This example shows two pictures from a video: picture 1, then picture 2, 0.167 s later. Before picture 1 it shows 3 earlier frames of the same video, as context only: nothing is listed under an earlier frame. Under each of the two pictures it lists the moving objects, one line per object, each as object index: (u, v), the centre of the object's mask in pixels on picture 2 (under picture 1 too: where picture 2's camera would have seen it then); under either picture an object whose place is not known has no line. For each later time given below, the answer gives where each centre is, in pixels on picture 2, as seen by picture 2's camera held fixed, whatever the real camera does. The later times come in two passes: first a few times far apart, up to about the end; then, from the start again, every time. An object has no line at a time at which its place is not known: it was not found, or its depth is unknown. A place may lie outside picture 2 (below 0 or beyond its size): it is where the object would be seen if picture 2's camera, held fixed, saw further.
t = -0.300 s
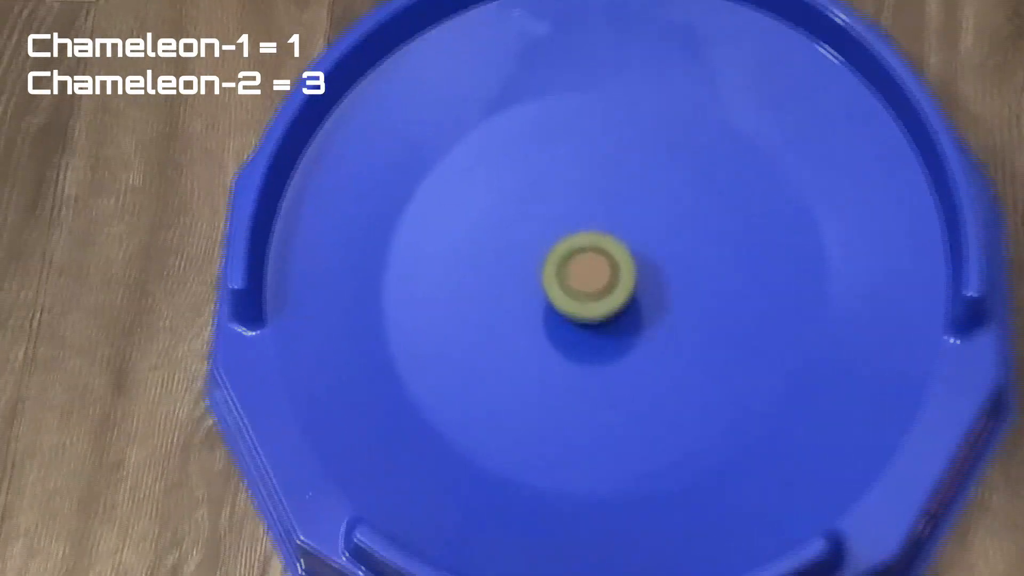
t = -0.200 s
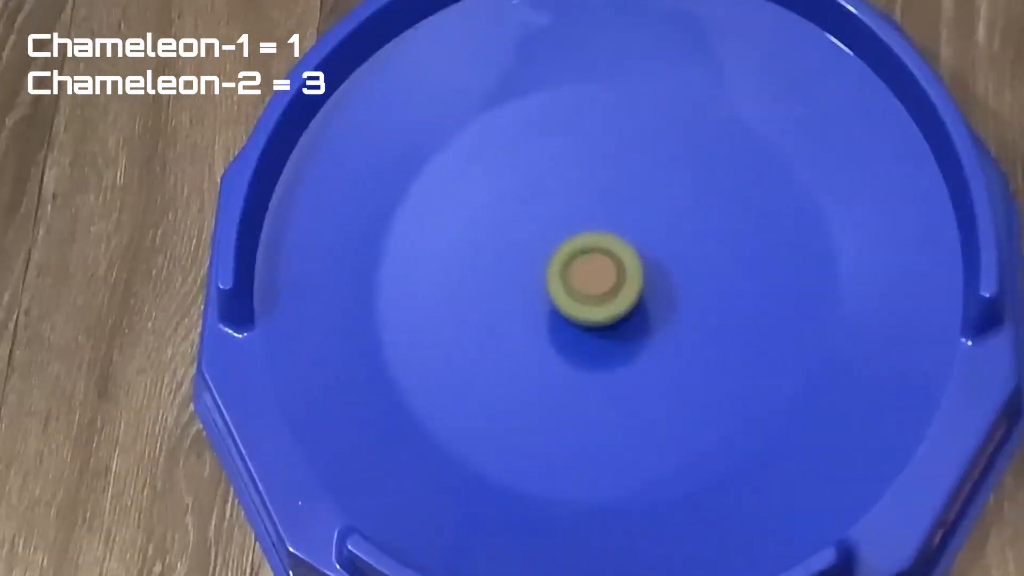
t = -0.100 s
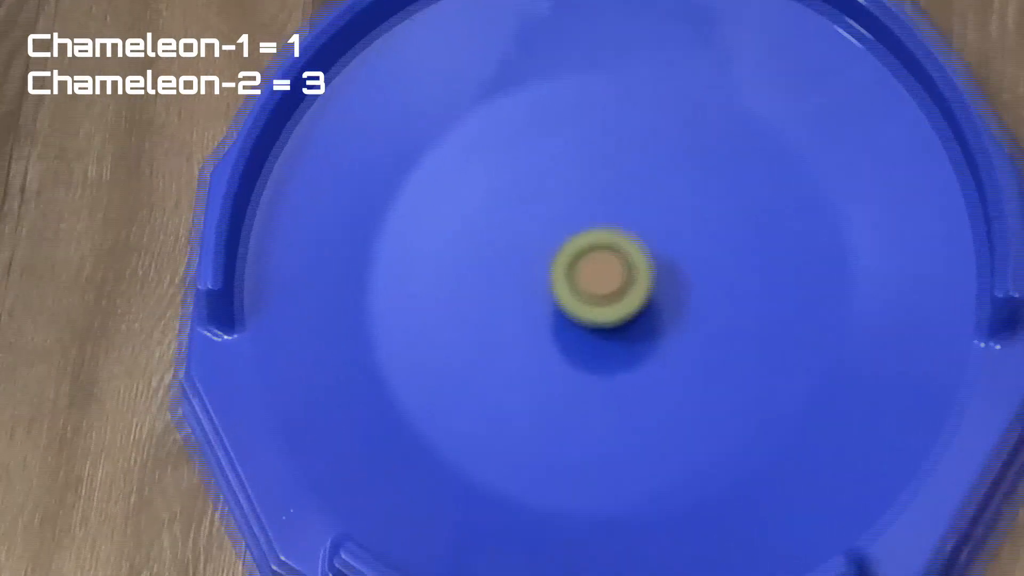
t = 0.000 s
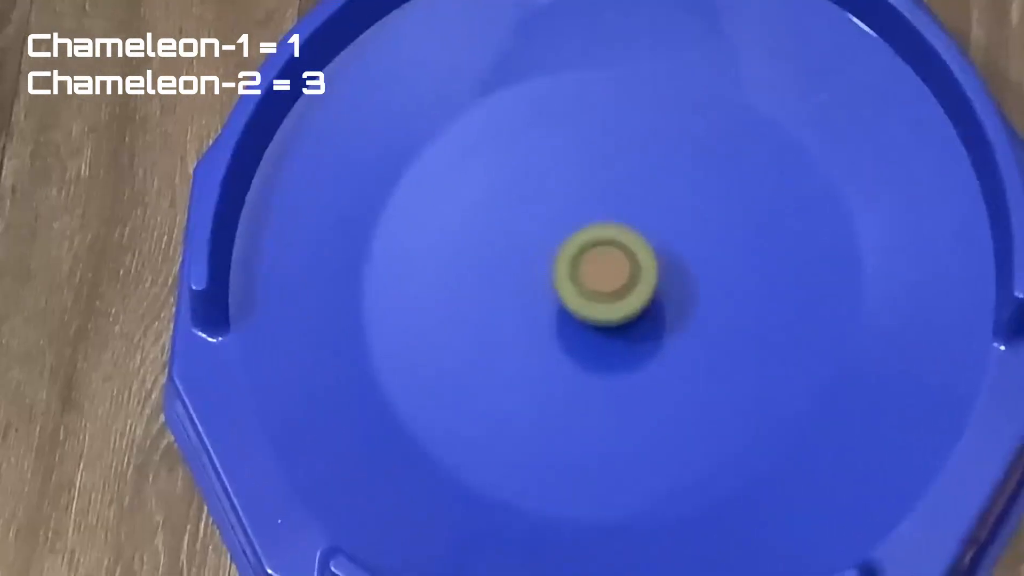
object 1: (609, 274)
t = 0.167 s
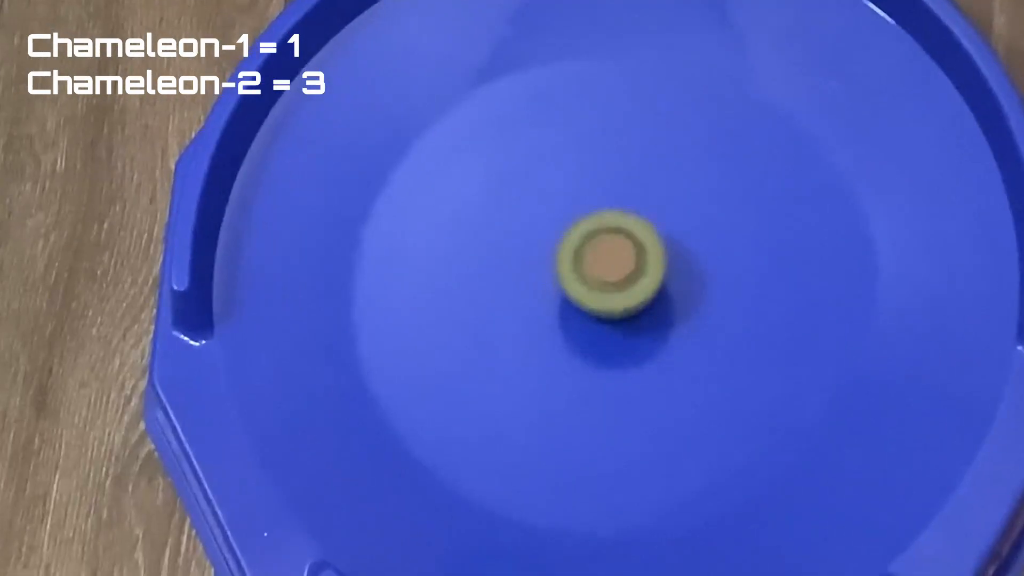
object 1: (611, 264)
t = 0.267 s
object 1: (608, 260)
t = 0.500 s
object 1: (593, 256)
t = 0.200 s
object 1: (610, 262)
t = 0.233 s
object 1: (609, 261)
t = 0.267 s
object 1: (608, 260)
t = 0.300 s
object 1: (606, 258)
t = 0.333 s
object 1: (603, 258)
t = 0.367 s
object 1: (603, 257)
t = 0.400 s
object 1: (600, 255)
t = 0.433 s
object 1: (599, 255)
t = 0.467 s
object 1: (595, 256)
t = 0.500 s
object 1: (593, 256)
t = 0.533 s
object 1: (592, 255)
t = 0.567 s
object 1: (589, 255)
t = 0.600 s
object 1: (588, 256)
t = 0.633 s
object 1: (587, 257)
